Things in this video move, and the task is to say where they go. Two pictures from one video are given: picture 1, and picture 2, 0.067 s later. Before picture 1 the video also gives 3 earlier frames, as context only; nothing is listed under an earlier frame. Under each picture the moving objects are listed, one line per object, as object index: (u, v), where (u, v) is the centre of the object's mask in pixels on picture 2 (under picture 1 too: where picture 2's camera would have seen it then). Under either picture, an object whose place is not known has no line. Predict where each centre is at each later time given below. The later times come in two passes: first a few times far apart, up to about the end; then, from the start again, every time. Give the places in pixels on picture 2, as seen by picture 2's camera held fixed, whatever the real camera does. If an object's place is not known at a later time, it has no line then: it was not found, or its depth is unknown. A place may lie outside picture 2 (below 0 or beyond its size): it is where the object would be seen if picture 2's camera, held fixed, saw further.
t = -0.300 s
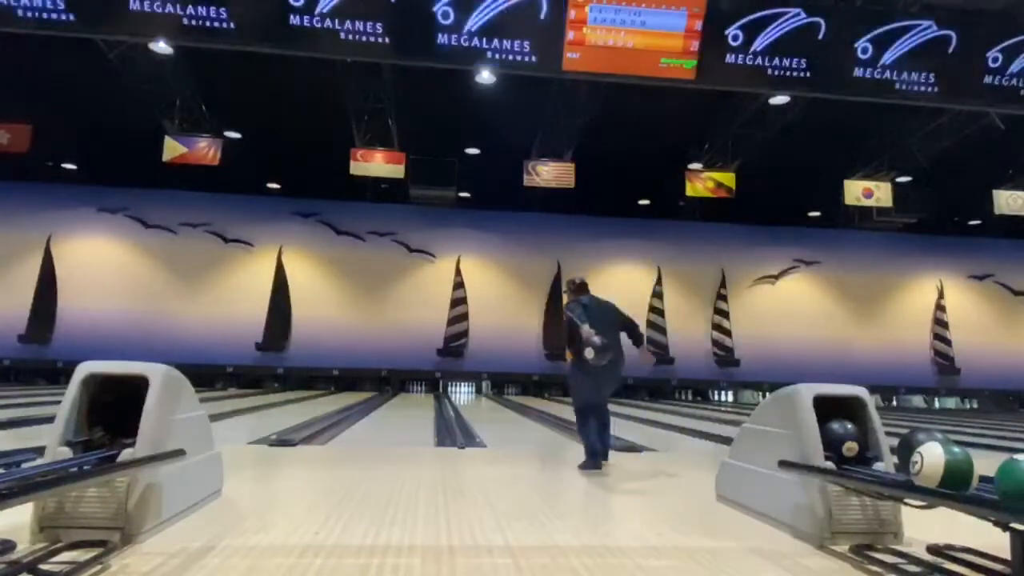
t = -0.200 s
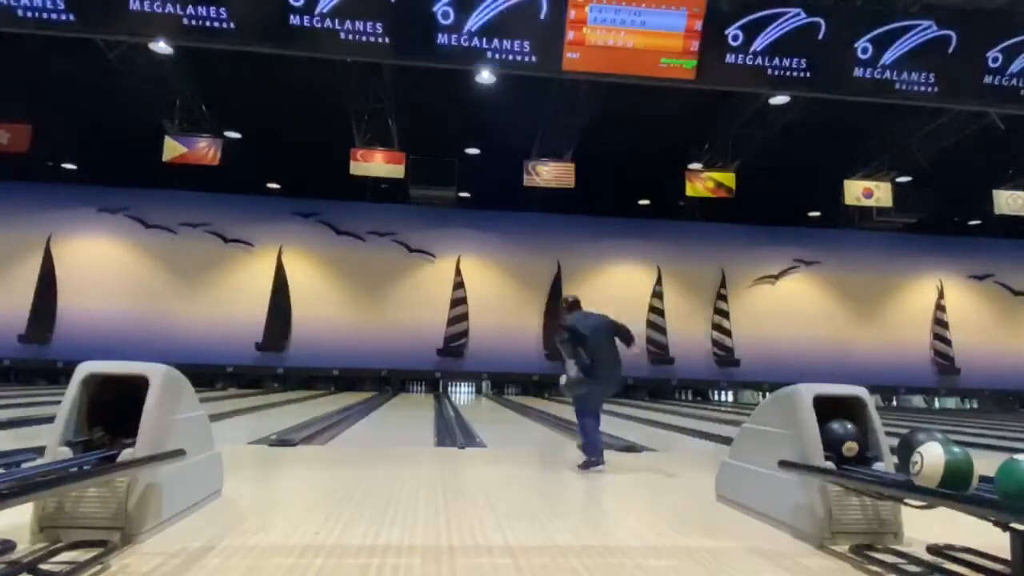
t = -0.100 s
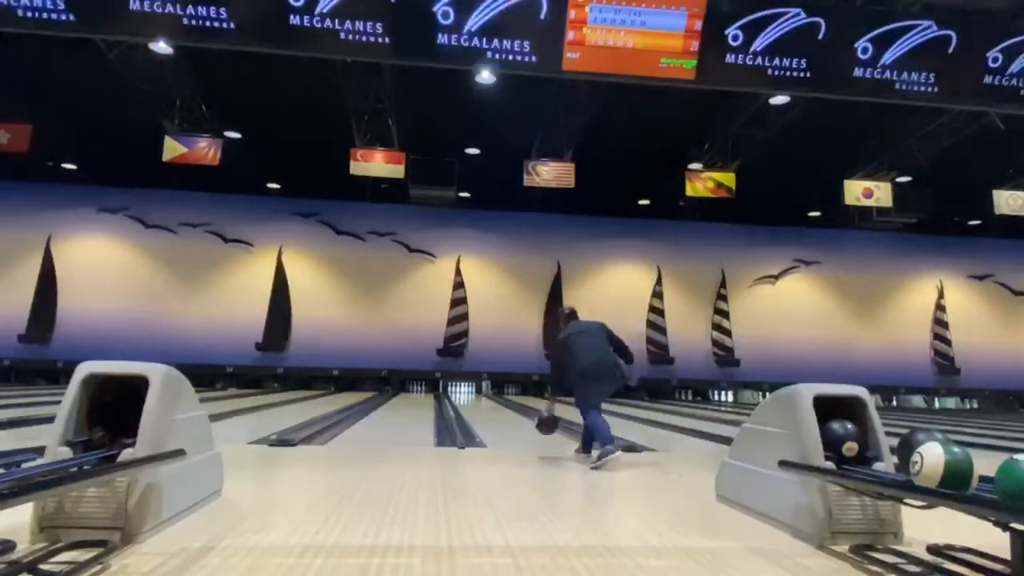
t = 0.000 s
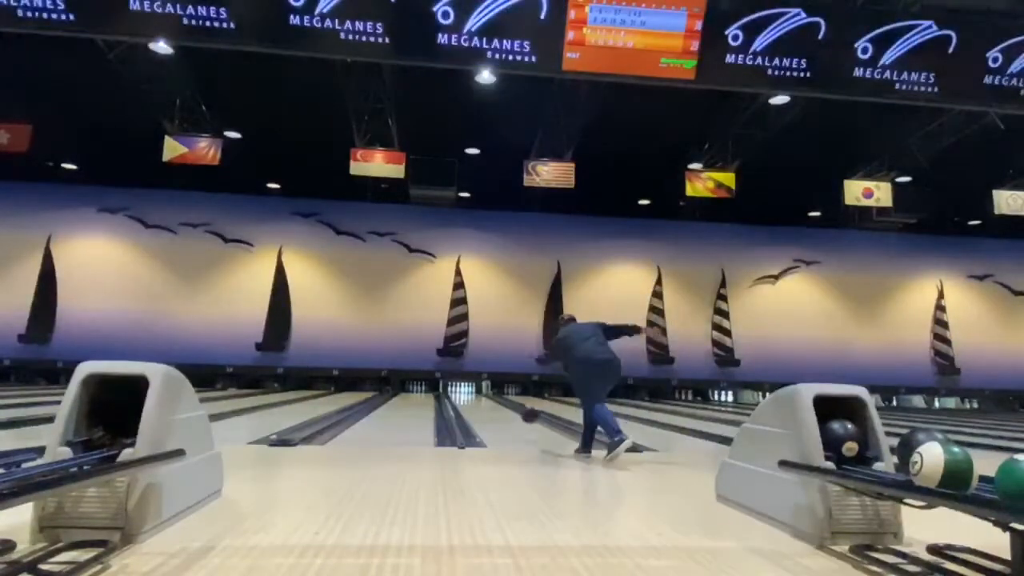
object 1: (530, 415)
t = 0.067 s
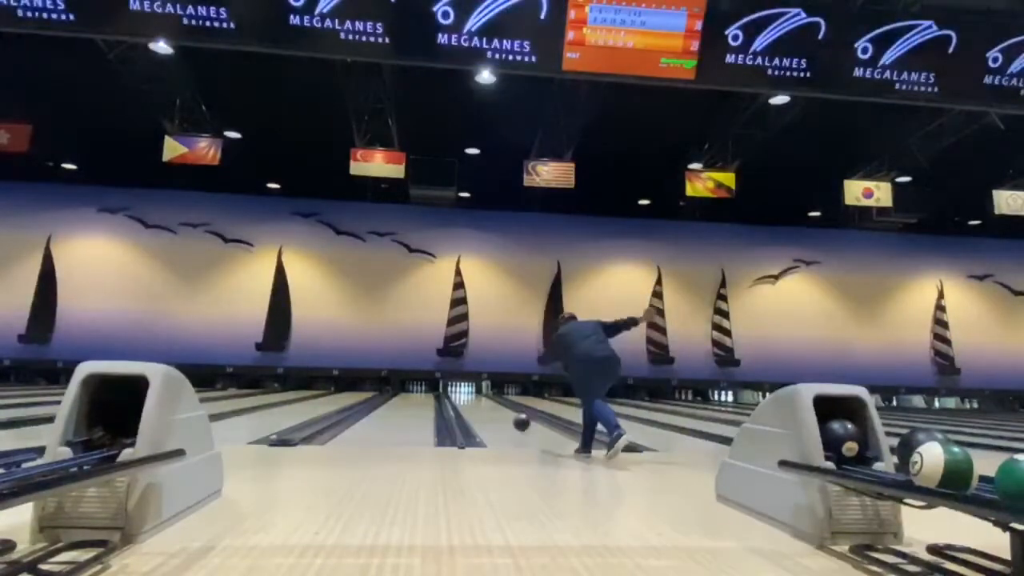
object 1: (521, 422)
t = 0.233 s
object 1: (507, 414)
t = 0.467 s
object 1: (496, 404)
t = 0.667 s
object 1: (489, 400)
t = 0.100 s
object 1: (518, 423)
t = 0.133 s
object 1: (515, 422)
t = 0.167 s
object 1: (513, 419)
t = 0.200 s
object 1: (510, 416)
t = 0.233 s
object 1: (507, 414)
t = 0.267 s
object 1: (505, 412)
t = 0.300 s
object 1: (503, 410)
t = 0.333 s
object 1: (502, 409)
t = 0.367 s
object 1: (500, 408)
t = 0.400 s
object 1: (498, 407)
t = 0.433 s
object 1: (497, 406)
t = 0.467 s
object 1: (496, 404)
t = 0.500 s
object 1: (494, 404)
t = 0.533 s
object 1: (493, 403)
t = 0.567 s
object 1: (493, 402)
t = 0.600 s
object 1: (492, 401)
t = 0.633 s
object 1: (491, 400)
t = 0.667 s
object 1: (489, 400)
